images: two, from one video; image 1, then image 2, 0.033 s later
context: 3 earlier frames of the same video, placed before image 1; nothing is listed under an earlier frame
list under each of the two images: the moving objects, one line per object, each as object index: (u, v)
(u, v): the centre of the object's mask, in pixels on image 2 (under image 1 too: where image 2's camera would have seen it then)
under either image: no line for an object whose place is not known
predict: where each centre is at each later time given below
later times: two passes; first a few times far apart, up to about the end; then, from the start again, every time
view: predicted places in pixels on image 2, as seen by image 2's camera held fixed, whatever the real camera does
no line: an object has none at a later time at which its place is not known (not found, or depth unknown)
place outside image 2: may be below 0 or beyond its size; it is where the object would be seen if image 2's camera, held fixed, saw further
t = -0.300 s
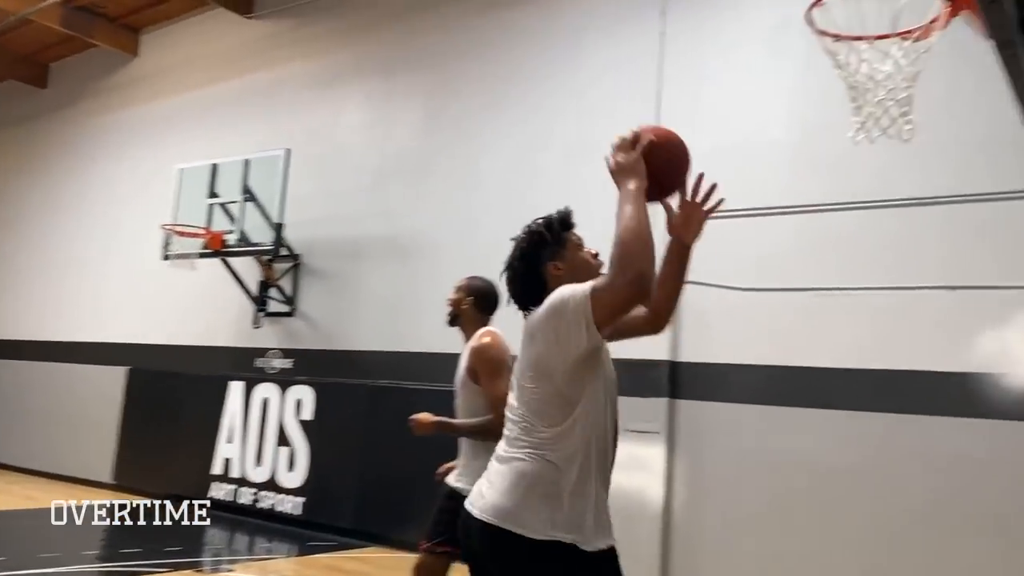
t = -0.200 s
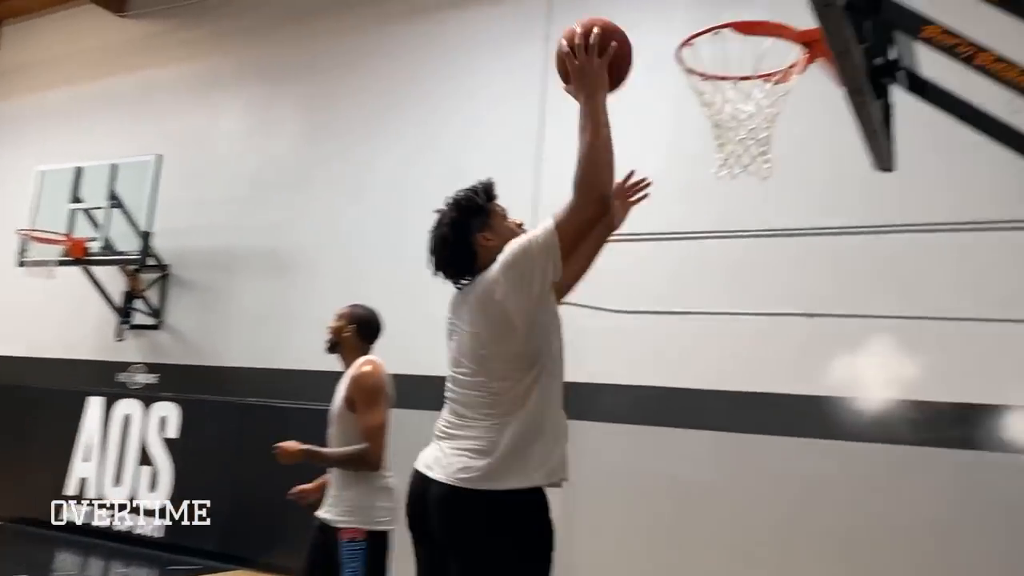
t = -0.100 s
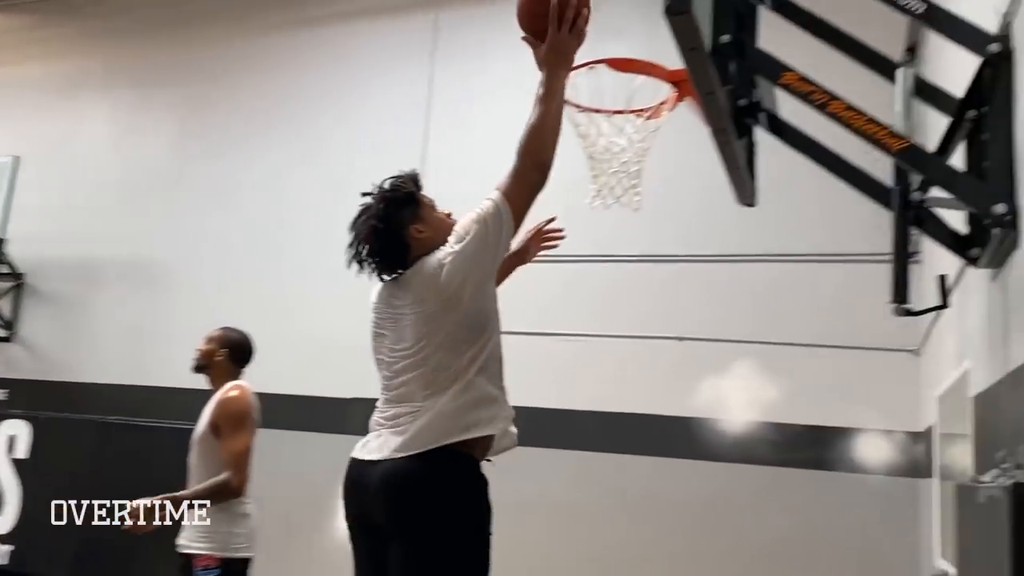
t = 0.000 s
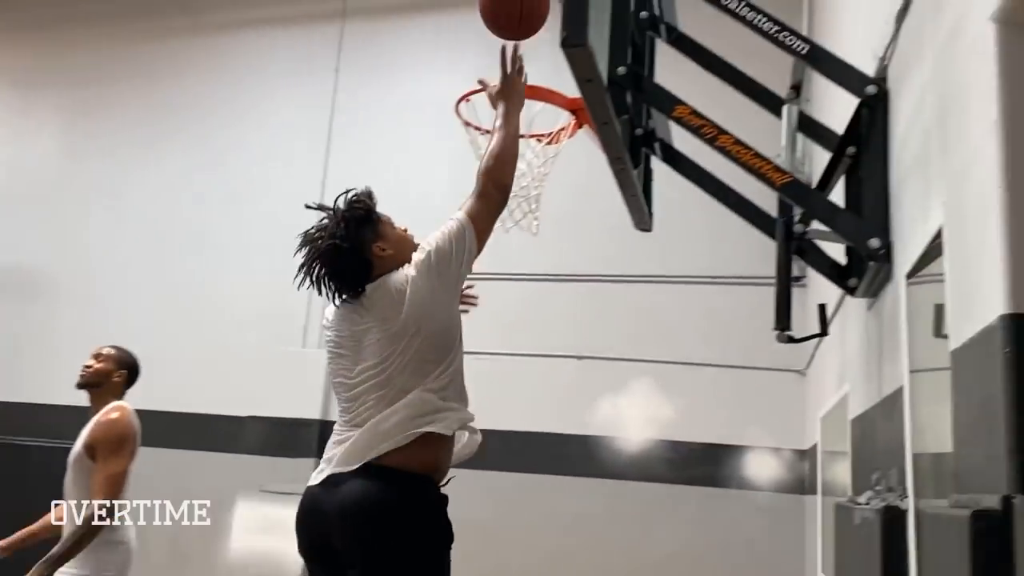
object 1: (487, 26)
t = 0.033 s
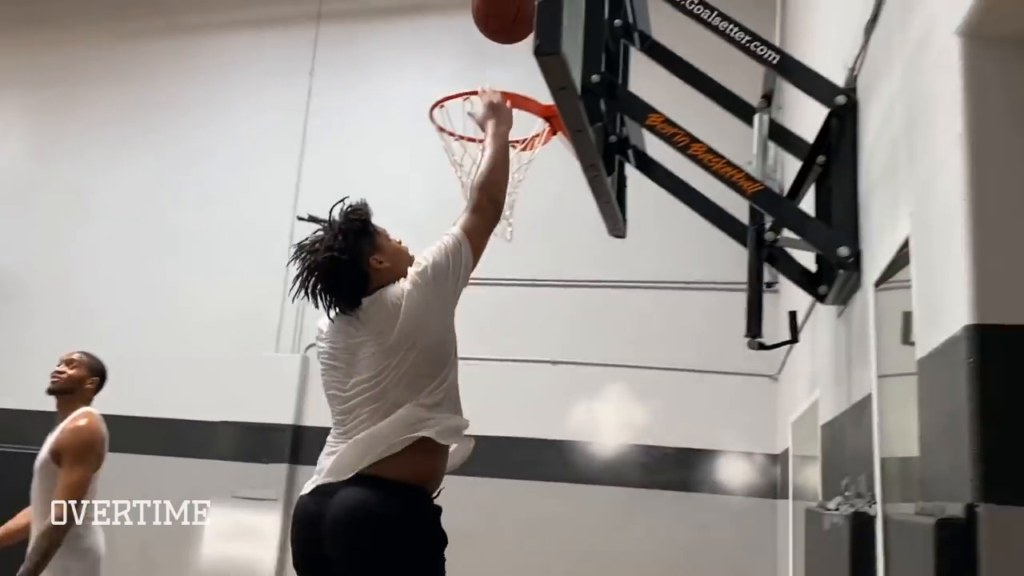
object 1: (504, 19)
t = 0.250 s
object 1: (510, 23)
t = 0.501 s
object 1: (472, 72)
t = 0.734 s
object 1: (490, 152)
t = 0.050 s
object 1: (509, 17)
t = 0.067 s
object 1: (514, 15)
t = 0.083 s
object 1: (518, 13)
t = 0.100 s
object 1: (523, 12)
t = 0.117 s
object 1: (526, 10)
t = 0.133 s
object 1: (526, 9)
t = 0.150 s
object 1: (524, 10)
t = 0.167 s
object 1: (522, 10)
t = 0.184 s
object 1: (520, 11)
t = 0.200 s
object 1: (518, 12)
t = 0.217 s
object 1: (516, 15)
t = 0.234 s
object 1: (513, 18)
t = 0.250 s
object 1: (510, 23)
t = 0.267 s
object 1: (508, 27)
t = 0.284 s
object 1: (505, 33)
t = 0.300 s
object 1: (501, 40)
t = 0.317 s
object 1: (496, 47)
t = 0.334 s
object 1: (490, 55)
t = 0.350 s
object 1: (484, 63)
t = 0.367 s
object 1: (481, 65)
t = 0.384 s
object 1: (480, 64)
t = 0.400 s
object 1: (479, 64)
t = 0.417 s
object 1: (478, 64)
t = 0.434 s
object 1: (477, 65)
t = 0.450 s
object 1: (476, 66)
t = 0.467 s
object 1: (475, 68)
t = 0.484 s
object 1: (473, 70)
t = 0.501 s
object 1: (472, 72)
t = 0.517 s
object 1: (470, 81)
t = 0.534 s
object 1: (469, 87)
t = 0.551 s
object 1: (466, 96)
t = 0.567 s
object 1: (466, 101)
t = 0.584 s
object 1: (464, 109)
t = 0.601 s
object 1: (464, 120)
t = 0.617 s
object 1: (466, 122)
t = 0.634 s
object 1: (469, 123)
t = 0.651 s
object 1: (473, 125)
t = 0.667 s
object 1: (477, 129)
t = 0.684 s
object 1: (480, 134)
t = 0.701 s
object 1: (484, 139)
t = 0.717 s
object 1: (487, 145)
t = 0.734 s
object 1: (490, 152)
